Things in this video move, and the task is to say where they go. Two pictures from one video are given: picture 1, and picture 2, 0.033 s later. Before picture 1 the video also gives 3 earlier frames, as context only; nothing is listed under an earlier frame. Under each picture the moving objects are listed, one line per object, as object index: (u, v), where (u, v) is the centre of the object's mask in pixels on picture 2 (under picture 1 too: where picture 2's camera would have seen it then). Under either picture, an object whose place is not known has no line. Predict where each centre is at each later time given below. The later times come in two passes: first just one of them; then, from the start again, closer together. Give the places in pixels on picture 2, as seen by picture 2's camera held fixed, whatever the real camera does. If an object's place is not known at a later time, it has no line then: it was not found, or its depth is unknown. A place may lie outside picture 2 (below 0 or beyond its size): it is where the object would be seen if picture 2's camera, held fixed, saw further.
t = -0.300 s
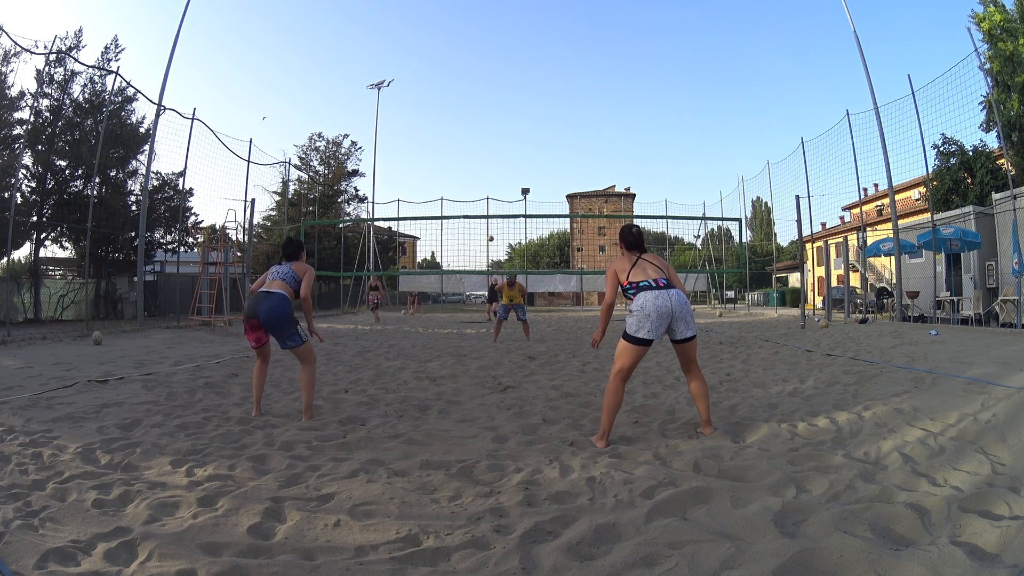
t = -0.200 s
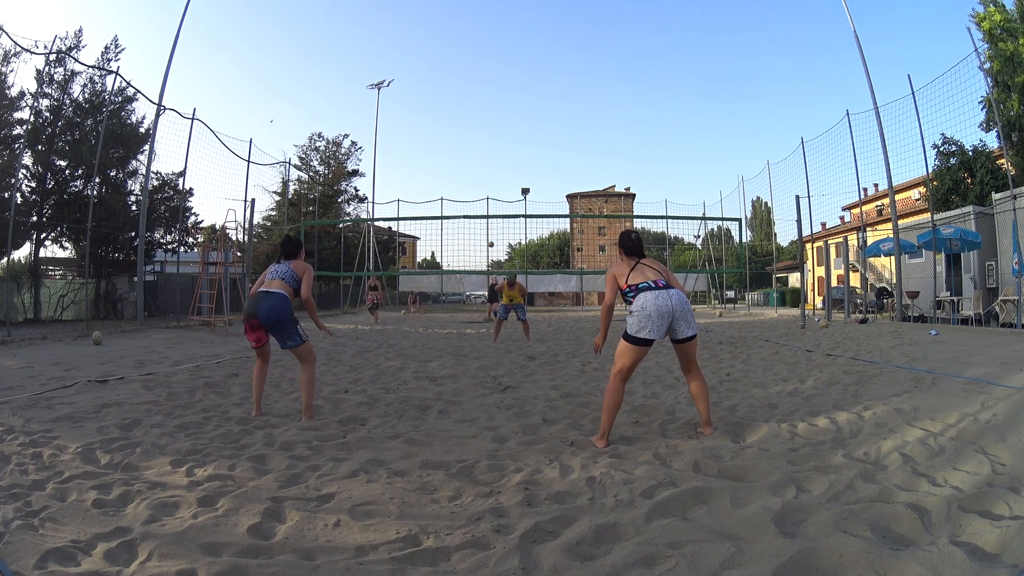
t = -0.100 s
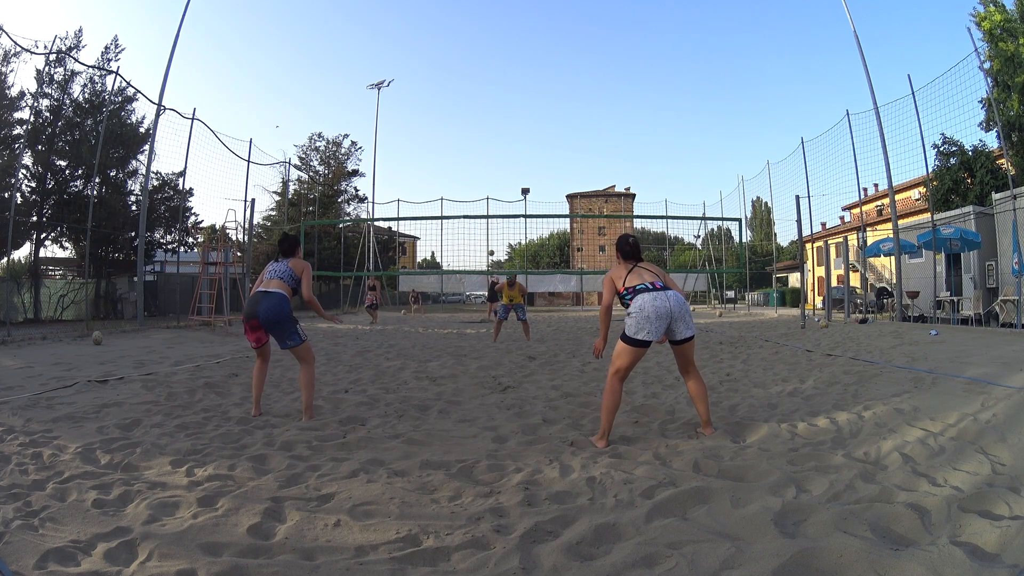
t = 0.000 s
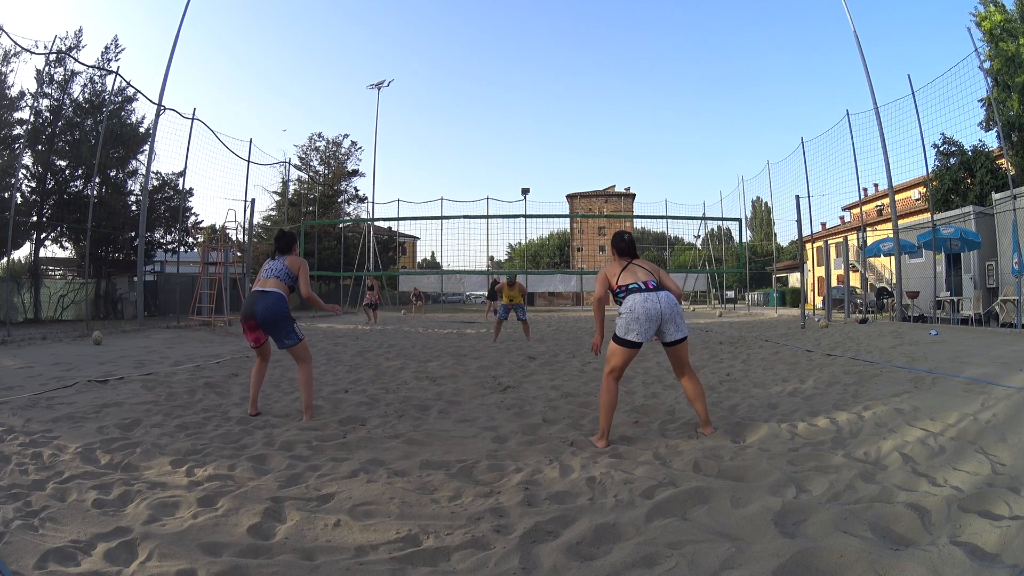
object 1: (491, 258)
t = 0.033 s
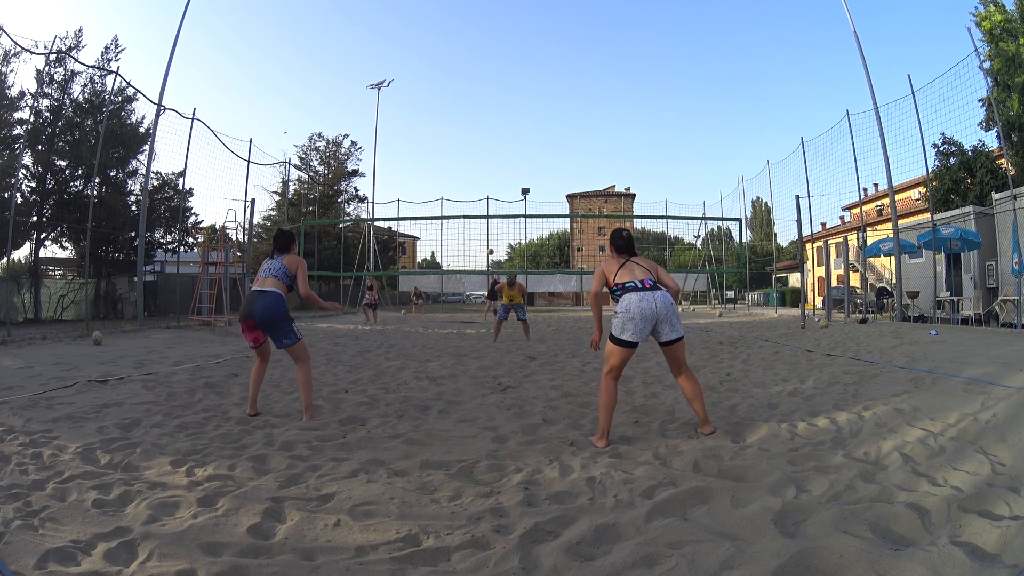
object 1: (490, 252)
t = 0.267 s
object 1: (484, 203)
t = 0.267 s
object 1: (484, 203)
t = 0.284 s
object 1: (483, 200)
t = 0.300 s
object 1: (483, 197)
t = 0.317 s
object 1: (482, 193)
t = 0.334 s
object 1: (481, 190)
